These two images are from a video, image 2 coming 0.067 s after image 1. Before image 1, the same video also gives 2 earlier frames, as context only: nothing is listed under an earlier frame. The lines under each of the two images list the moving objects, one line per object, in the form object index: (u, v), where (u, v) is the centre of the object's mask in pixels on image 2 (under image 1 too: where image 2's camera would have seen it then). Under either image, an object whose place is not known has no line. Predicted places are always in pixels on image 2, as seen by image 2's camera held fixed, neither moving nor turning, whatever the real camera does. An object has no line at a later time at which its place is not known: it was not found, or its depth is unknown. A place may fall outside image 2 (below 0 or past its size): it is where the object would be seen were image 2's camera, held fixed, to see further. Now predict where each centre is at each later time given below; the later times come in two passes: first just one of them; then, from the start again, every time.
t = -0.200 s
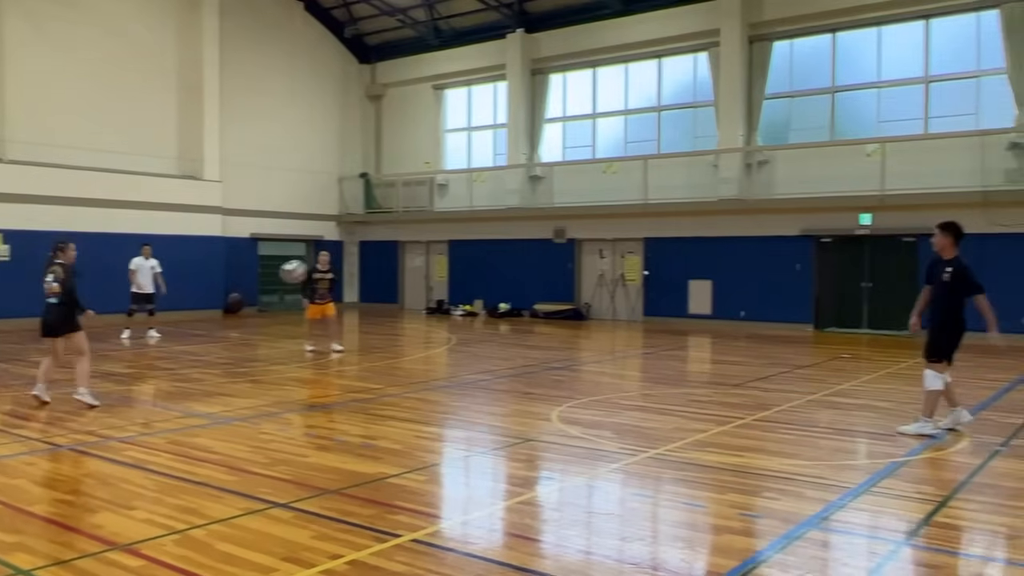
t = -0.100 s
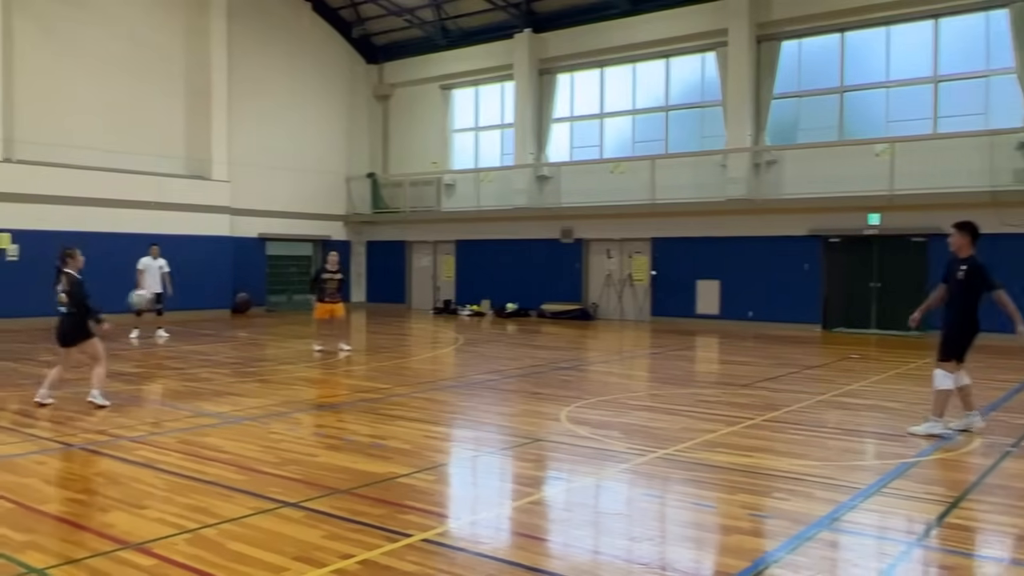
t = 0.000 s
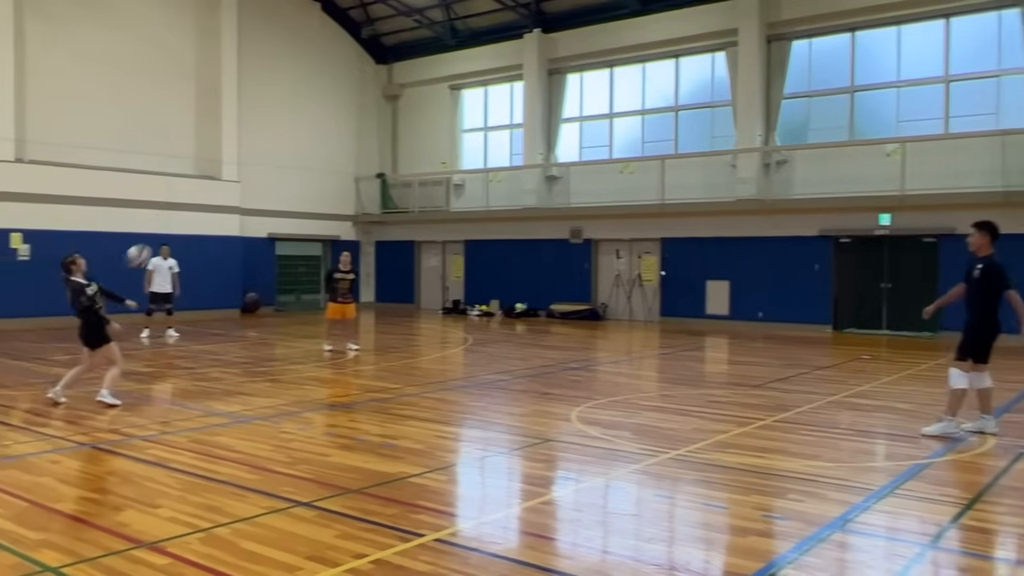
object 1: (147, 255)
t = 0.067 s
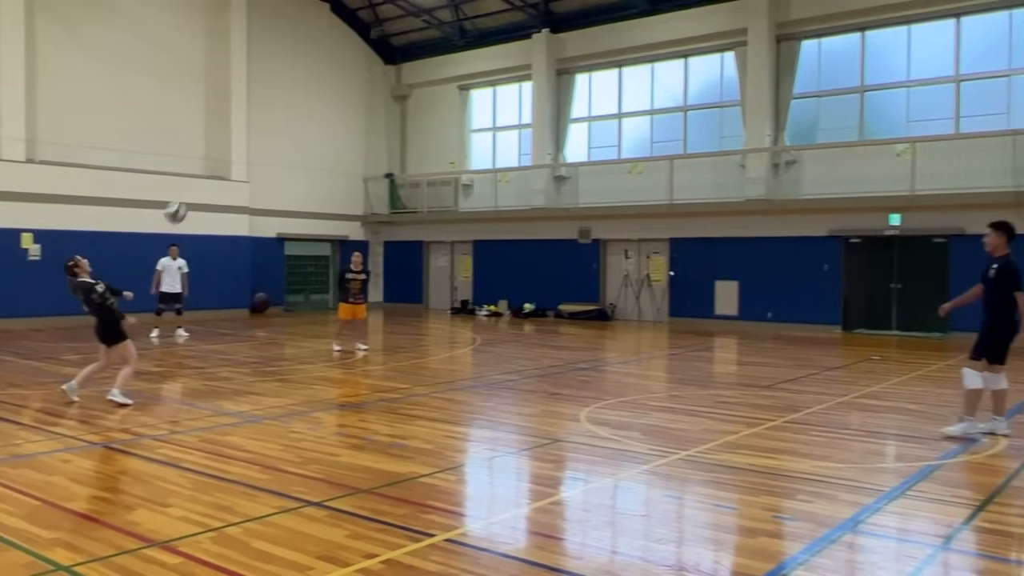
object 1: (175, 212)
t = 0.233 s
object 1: (241, 125)
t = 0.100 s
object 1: (189, 193)
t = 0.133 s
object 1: (201, 174)
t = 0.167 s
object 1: (215, 157)
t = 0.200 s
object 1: (228, 140)
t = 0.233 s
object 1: (241, 125)
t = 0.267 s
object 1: (254, 111)
